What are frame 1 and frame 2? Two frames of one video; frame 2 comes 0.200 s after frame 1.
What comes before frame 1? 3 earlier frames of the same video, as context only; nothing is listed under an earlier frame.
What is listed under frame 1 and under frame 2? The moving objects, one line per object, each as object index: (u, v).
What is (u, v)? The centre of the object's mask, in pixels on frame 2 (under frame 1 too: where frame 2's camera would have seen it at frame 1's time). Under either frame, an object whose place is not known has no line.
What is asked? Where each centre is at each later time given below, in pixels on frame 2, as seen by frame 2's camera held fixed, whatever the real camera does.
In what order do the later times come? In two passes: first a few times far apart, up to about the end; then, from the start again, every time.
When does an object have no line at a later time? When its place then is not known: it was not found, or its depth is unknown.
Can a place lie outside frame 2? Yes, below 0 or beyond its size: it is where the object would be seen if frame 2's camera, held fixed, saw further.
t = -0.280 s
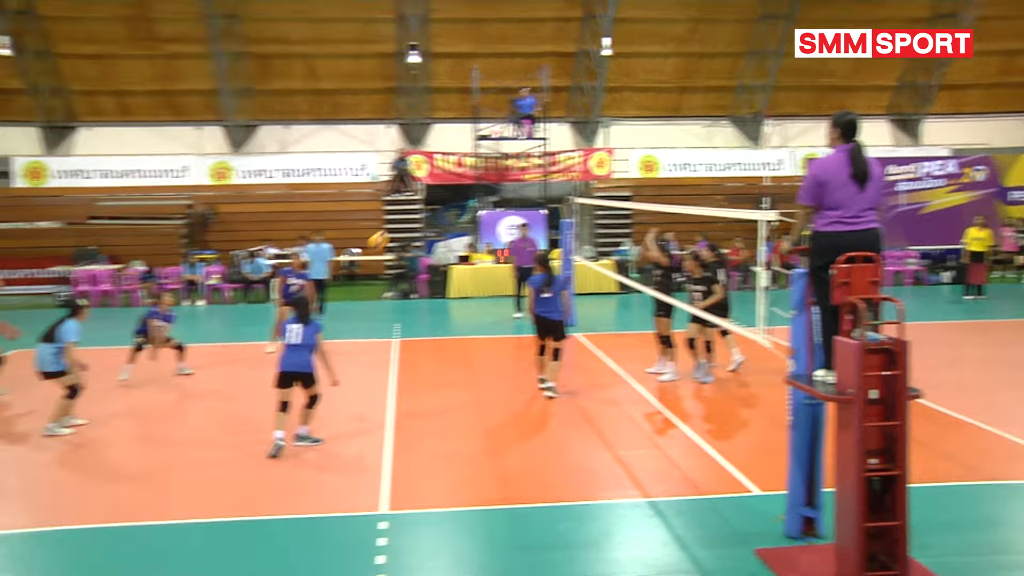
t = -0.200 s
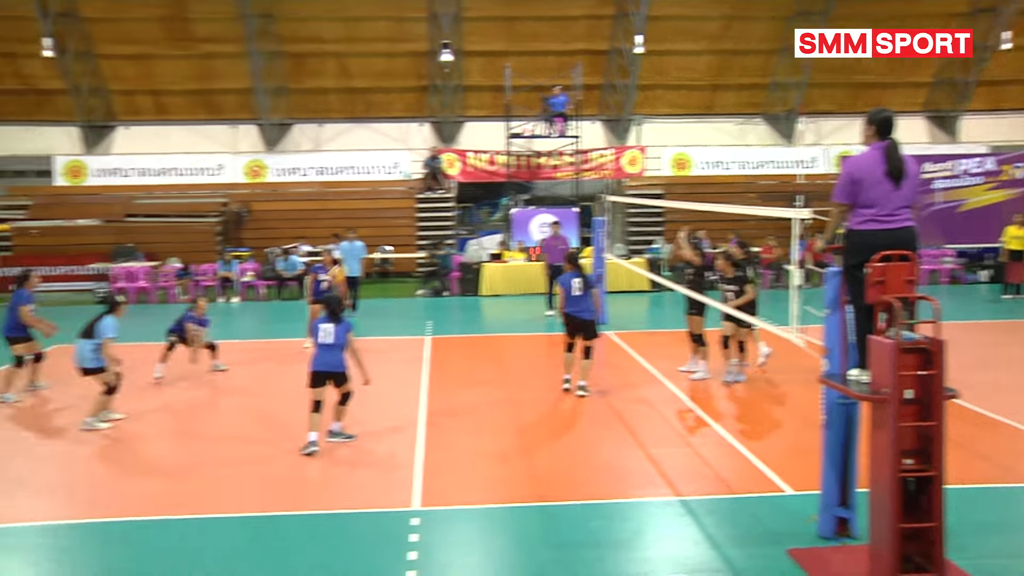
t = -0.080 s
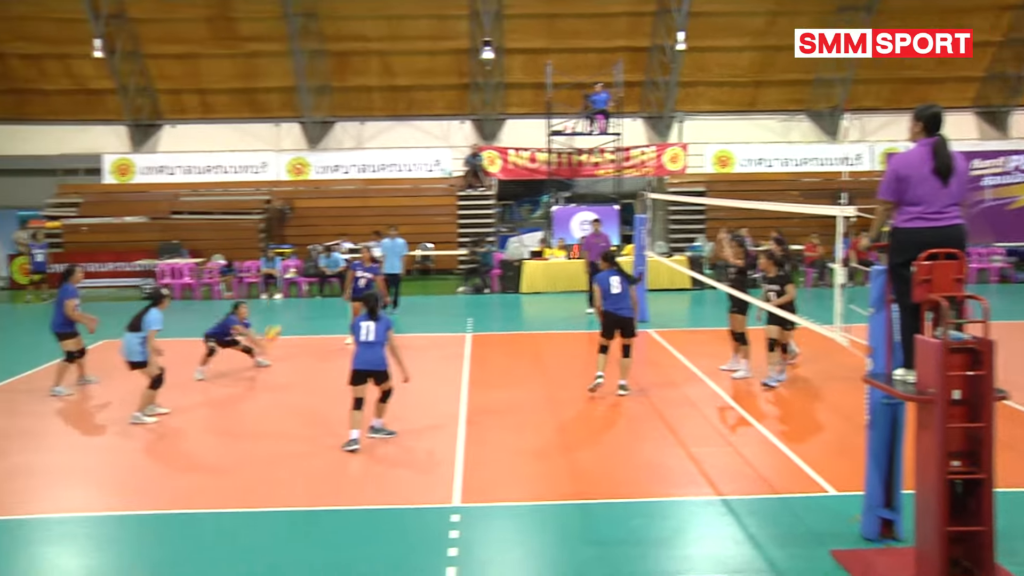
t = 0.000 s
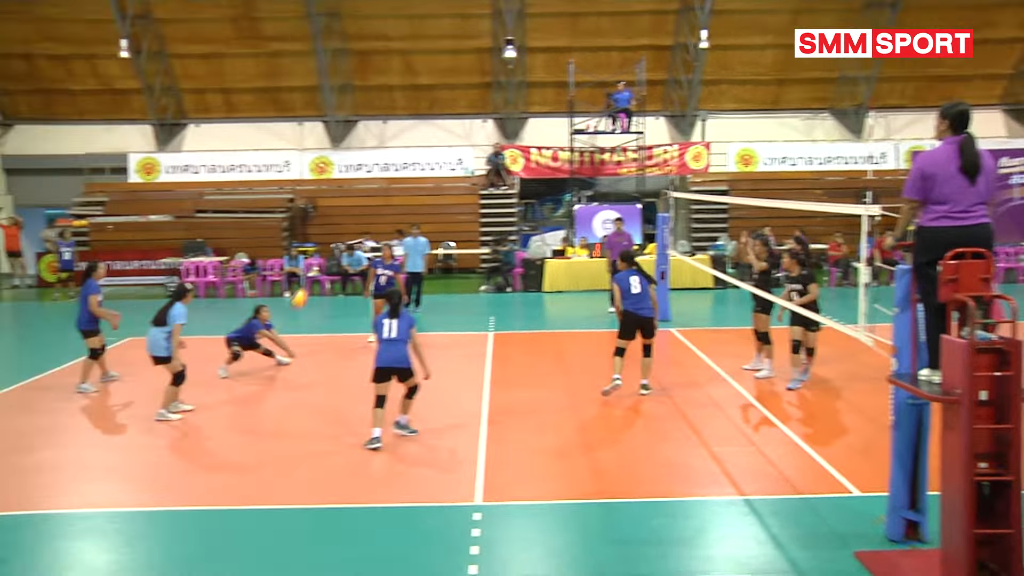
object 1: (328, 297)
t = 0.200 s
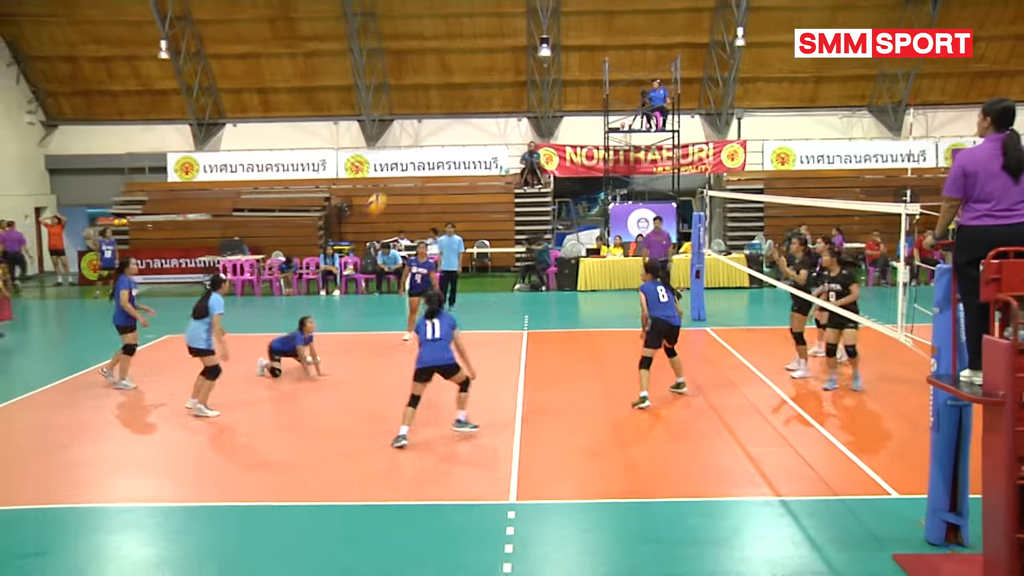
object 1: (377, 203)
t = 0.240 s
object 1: (386, 187)
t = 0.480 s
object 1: (437, 112)
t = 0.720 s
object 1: (486, 78)
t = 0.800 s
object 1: (504, 79)
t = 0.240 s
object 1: (386, 187)
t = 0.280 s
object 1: (395, 171)
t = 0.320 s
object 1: (402, 158)
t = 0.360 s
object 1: (412, 145)
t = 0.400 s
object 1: (420, 133)
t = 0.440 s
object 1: (428, 121)
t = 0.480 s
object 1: (437, 112)
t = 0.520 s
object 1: (445, 103)
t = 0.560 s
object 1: (453, 96)
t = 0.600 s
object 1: (461, 90)
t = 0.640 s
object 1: (469, 87)
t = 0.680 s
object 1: (478, 81)
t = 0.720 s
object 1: (486, 78)
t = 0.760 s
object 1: (494, 78)
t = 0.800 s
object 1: (504, 79)
